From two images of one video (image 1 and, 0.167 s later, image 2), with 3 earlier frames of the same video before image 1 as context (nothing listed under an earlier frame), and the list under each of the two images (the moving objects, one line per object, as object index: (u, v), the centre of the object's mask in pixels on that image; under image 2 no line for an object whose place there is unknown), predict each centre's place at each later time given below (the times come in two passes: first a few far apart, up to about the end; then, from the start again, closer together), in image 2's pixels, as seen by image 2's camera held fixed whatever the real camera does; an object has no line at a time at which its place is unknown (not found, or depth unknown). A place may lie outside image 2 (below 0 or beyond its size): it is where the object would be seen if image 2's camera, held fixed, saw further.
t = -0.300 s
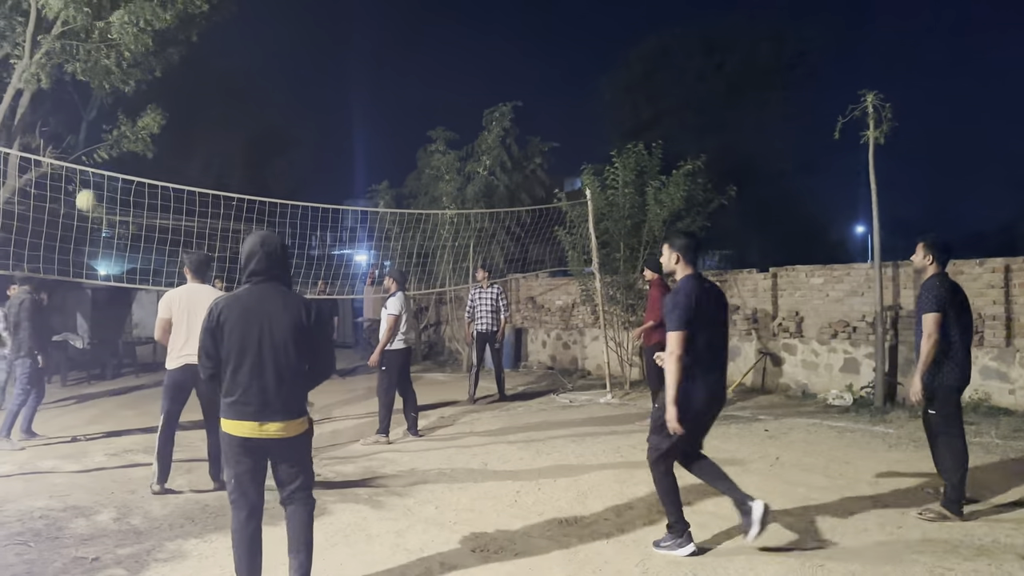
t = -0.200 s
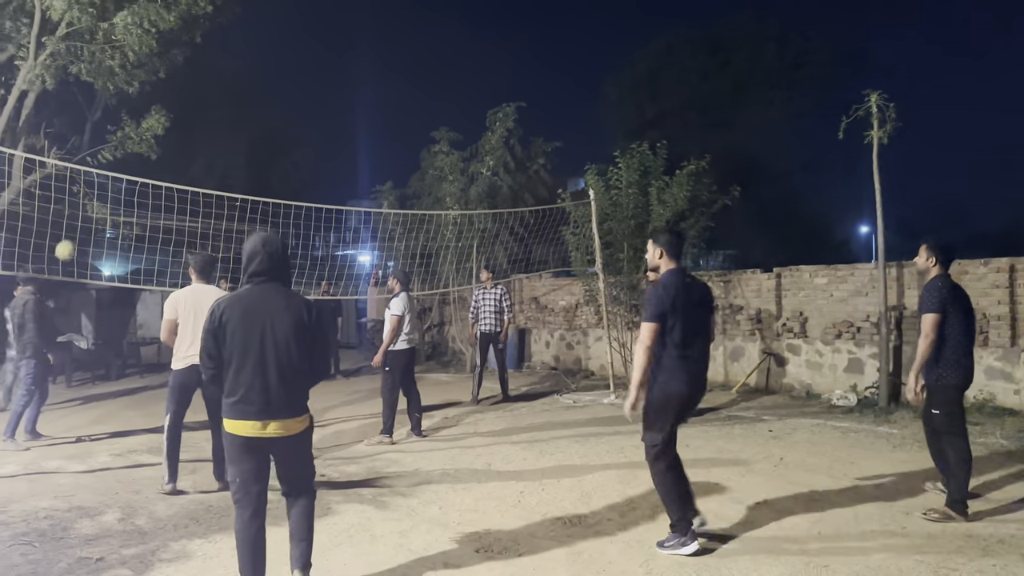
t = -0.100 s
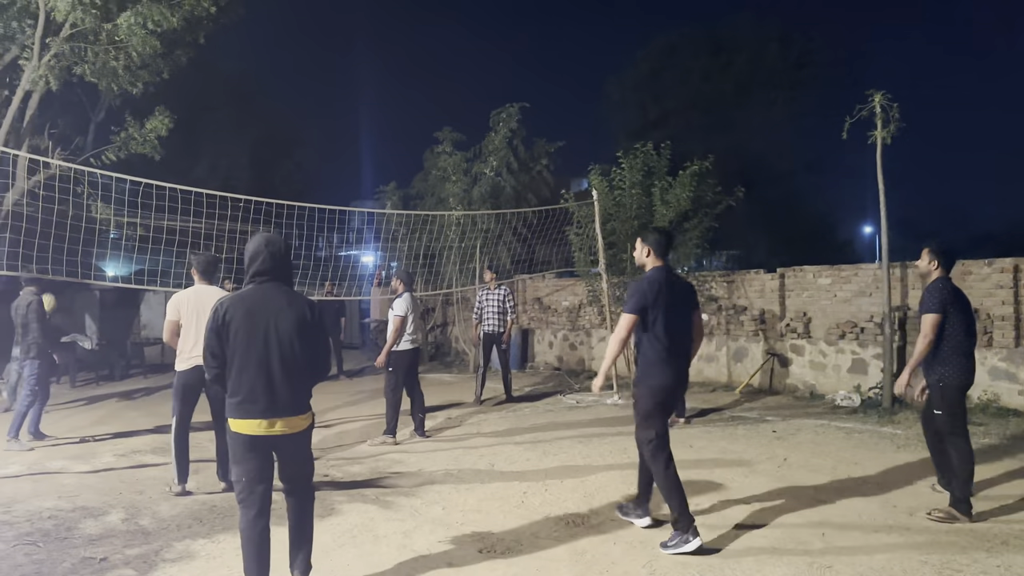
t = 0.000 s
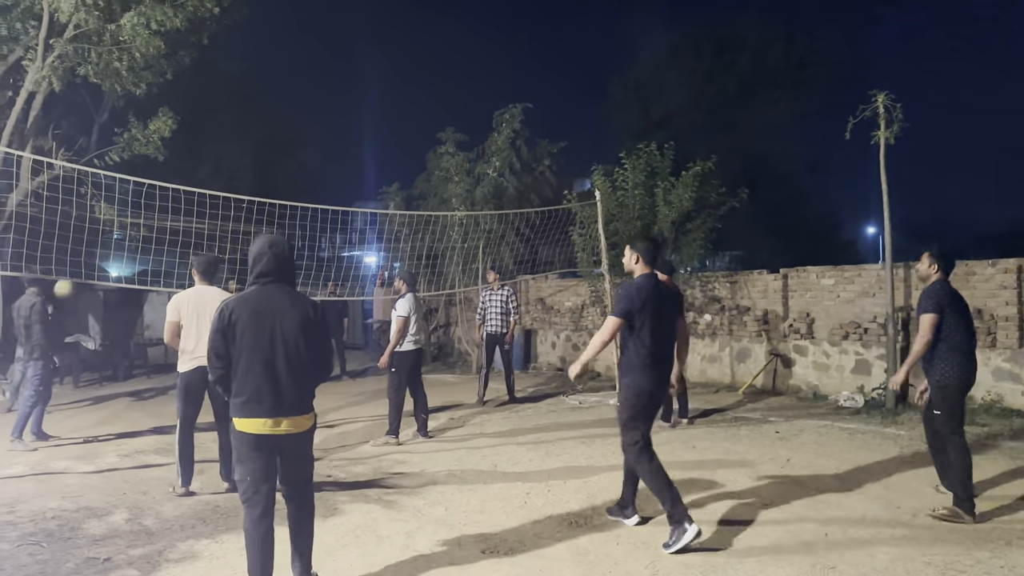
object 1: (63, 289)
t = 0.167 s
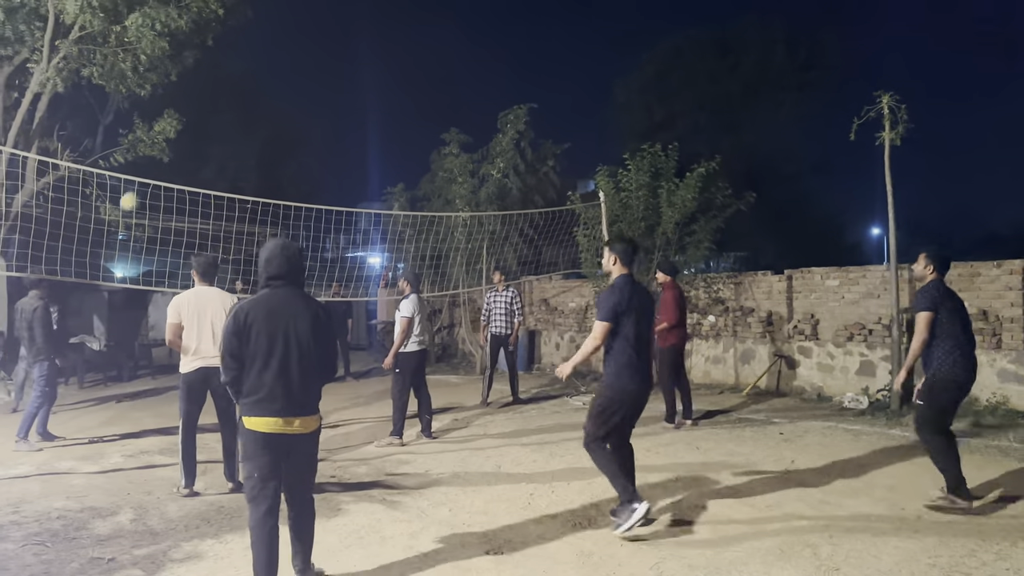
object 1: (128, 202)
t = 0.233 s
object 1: (155, 172)
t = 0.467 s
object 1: (247, 98)
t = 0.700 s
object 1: (343, 70)
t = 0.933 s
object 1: (441, 90)
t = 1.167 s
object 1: (538, 155)
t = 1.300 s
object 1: (595, 215)
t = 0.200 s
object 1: (141, 187)
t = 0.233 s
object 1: (155, 172)
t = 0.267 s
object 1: (168, 159)
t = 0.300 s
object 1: (181, 147)
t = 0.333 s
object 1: (194, 135)
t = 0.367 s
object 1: (207, 125)
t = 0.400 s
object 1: (221, 115)
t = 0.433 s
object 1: (234, 106)
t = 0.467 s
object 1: (247, 98)
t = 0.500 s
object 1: (261, 91)
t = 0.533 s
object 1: (274, 85)
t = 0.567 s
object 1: (289, 80)
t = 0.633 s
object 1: (316, 74)
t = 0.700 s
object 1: (343, 70)
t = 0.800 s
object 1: (386, 73)
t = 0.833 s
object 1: (400, 75)
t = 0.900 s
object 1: (427, 84)
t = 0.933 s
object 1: (441, 90)
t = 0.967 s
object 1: (455, 96)
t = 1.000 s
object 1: (469, 103)
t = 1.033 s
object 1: (483, 112)
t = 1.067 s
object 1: (497, 121)
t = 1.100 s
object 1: (511, 132)
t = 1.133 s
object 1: (525, 143)
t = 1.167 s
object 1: (538, 155)
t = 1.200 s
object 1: (553, 169)
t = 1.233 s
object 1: (567, 184)
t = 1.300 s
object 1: (595, 215)
